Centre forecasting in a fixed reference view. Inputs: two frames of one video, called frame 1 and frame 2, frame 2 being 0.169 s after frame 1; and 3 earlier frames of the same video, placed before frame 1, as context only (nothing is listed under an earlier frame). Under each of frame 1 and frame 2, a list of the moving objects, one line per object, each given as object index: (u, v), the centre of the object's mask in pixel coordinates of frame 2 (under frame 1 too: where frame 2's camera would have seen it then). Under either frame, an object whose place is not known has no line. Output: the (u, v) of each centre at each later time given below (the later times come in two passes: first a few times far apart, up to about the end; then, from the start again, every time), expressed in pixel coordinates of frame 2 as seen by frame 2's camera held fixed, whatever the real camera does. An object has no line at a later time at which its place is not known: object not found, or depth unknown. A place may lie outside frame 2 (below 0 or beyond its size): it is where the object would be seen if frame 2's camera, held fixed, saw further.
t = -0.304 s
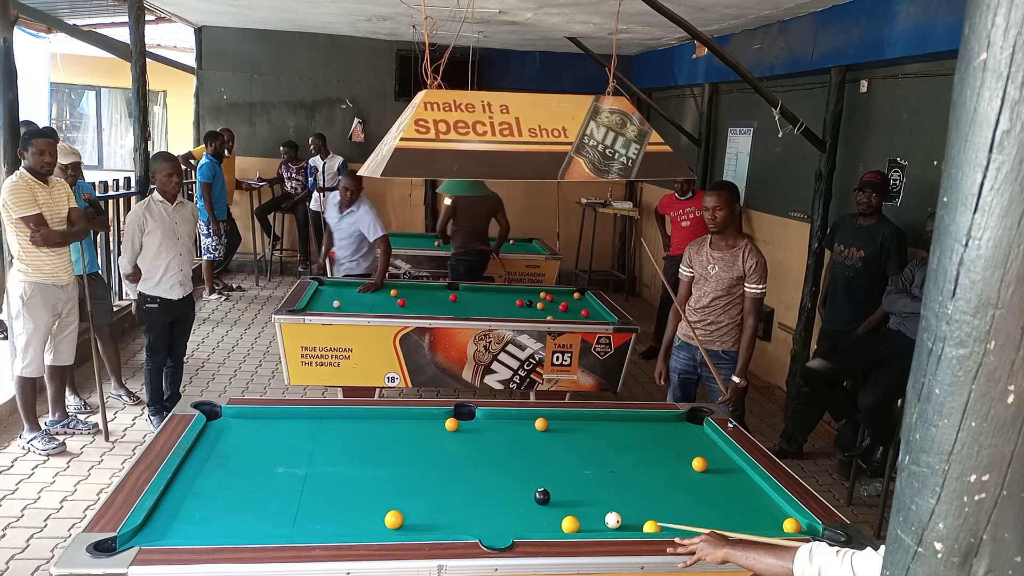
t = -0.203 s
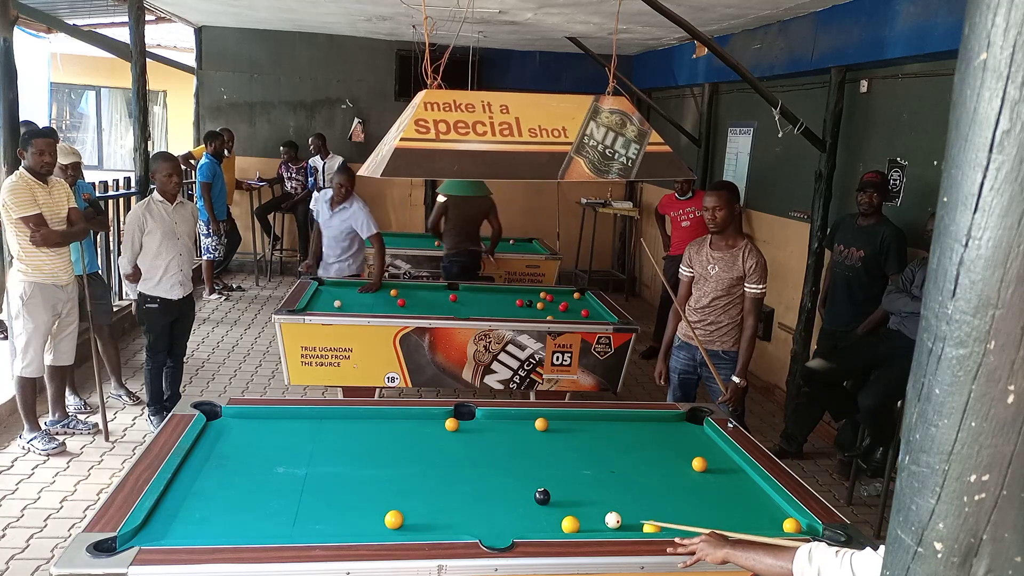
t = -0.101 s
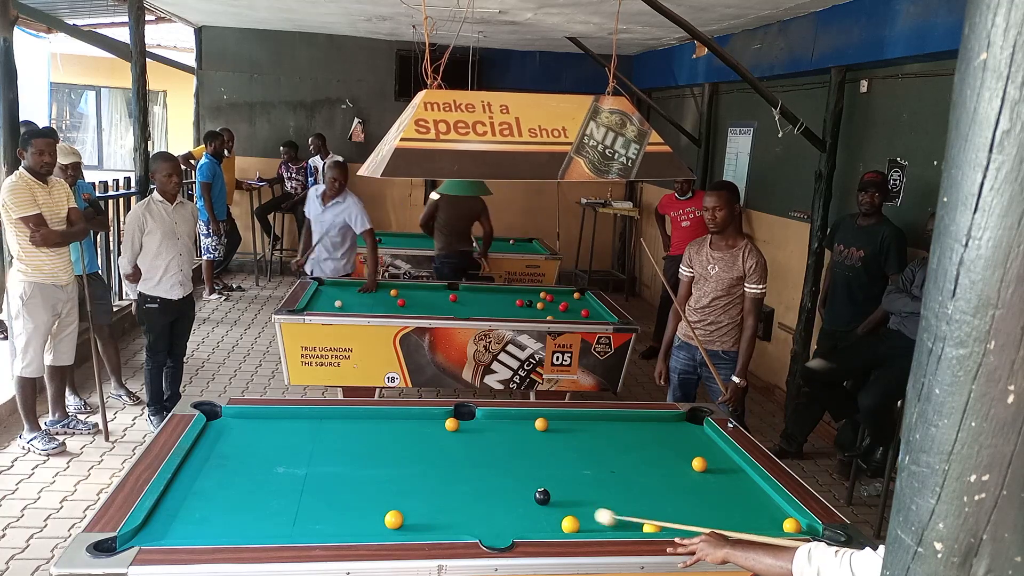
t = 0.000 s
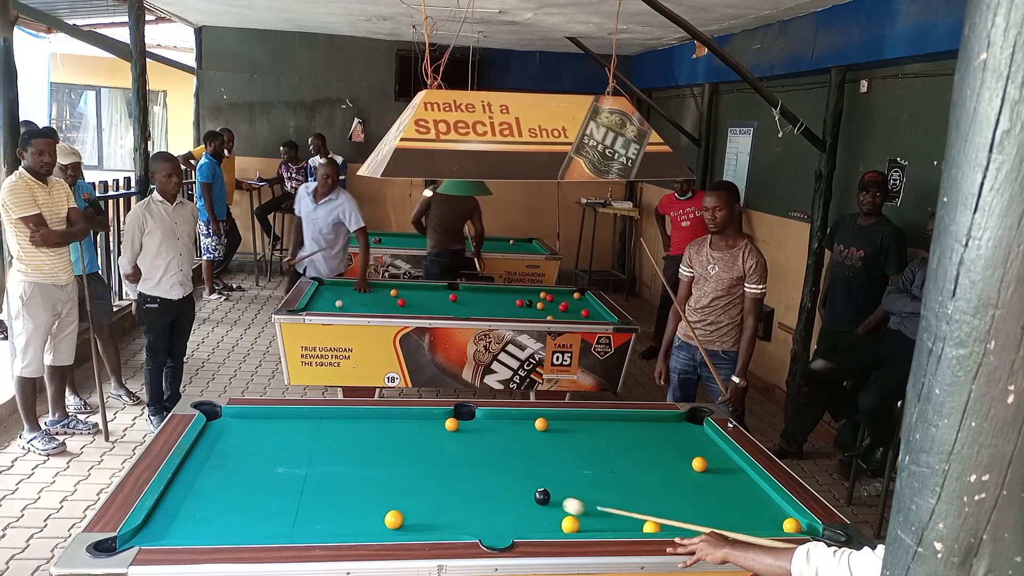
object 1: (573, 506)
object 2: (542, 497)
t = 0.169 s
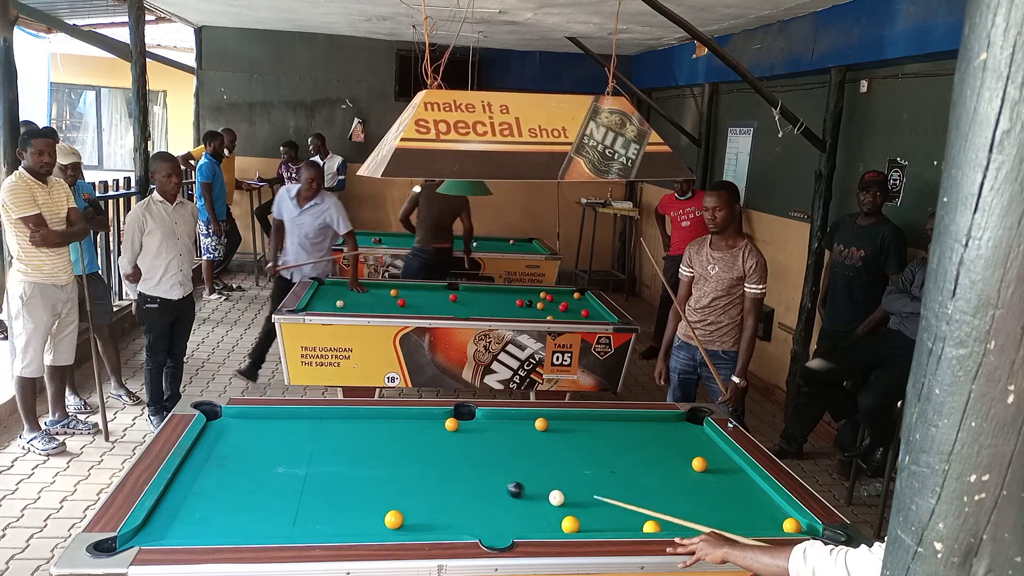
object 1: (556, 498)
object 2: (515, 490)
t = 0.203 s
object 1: (555, 497)
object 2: (510, 489)
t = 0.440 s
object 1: (547, 489)
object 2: (470, 478)
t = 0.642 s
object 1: (541, 484)
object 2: (440, 470)
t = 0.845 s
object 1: (536, 479)
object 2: (410, 463)
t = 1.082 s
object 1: (530, 473)
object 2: (379, 455)
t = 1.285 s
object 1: (526, 470)
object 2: (353, 449)
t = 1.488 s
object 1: (522, 466)
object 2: (329, 443)
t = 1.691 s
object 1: (520, 464)
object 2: (307, 437)
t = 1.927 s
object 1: (517, 461)
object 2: (282, 432)
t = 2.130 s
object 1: (515, 459)
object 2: (263, 427)
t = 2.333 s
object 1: (513, 458)
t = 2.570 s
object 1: (513, 456)
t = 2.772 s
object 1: (512, 456)
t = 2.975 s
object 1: (512, 456)
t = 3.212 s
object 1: (512, 456)
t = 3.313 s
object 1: (512, 456)
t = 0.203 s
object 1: (555, 497)
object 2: (510, 489)
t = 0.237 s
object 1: (554, 496)
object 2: (504, 487)
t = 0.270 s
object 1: (553, 494)
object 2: (498, 485)
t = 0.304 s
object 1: (551, 493)
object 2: (492, 484)
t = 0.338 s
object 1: (550, 492)
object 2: (487, 483)
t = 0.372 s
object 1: (549, 491)
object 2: (482, 481)
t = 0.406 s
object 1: (548, 490)
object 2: (476, 480)
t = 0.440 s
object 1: (547, 489)
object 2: (470, 478)
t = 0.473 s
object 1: (546, 488)
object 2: (465, 477)
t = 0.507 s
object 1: (545, 487)
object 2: (460, 476)
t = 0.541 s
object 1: (544, 486)
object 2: (455, 474)
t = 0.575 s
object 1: (543, 485)
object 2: (449, 473)
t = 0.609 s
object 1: (542, 484)
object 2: (445, 472)
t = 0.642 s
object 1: (541, 484)
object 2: (440, 470)
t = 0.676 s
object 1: (540, 483)
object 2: (434, 469)
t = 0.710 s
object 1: (539, 482)
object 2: (429, 468)
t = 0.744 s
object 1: (538, 481)
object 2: (424, 467)
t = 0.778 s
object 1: (537, 480)
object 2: (420, 466)
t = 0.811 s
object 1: (536, 479)
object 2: (415, 464)
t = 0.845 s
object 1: (536, 479)
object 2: (410, 463)
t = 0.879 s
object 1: (535, 478)
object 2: (405, 462)
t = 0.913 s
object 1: (534, 477)
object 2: (401, 461)
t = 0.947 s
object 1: (533, 476)
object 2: (396, 460)
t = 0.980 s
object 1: (532, 476)
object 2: (391, 458)
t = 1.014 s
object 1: (531, 475)
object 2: (387, 457)
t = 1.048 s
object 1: (531, 474)
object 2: (383, 456)
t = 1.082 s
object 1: (530, 473)
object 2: (379, 455)
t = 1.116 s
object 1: (529, 473)
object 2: (374, 454)
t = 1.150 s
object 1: (529, 472)
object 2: (369, 453)
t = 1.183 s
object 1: (528, 471)
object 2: (365, 452)
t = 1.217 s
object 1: (527, 471)
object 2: (361, 451)
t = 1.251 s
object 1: (527, 470)
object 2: (357, 450)
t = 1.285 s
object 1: (526, 470)
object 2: (353, 449)
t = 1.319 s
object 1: (525, 469)
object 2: (348, 448)
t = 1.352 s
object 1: (525, 469)
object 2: (345, 447)
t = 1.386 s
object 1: (524, 468)
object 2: (341, 446)
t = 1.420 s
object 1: (524, 468)
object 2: (337, 445)
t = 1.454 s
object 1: (523, 467)
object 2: (333, 444)
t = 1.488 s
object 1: (522, 466)
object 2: (329, 443)
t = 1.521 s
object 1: (522, 466)
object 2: (325, 442)
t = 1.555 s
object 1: (521, 465)
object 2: (321, 441)
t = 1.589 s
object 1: (521, 465)
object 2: (318, 440)
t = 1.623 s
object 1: (520, 464)
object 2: (314, 439)
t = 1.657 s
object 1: (520, 464)
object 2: (310, 438)
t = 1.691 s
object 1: (520, 464)
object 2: (307, 437)
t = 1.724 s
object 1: (519, 463)
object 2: (303, 437)
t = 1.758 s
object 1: (519, 463)
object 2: (300, 436)
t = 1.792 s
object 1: (518, 462)
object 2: (296, 435)
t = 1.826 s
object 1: (518, 462)
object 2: (292, 434)
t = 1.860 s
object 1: (518, 462)
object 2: (289, 433)
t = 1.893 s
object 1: (517, 461)
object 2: (286, 432)
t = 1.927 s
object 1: (517, 461)
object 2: (282, 432)
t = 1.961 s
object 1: (516, 461)
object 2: (279, 431)
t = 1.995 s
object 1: (516, 460)
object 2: (276, 430)
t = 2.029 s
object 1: (516, 460)
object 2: (272, 429)
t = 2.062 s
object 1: (516, 460)
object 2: (269, 428)
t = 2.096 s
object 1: (515, 460)
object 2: (266, 427)
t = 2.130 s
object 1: (515, 459)
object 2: (263, 427)
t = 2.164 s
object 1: (515, 459)
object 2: (260, 426)
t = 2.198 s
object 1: (514, 459)
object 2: (257, 425)
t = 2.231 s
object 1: (514, 458)
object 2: (254, 424)
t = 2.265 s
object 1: (514, 458)
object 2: (251, 424)
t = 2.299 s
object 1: (514, 458)
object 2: (248, 423)
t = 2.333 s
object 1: (513, 458)
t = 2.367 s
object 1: (513, 458)
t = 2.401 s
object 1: (513, 458)
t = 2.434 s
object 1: (513, 457)
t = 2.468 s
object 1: (513, 457)
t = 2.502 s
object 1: (513, 456)
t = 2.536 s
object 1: (513, 455)
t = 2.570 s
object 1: (513, 456)
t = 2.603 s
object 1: (512, 457)
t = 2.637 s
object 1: (512, 457)
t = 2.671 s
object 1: (512, 458)
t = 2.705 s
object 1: (512, 457)
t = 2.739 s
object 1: (512, 456)
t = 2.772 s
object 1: (512, 456)
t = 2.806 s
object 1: (512, 456)
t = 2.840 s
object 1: (512, 456)
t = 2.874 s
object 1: (512, 456)
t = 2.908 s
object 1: (512, 456)
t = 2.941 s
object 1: (512, 456)
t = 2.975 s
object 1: (512, 456)
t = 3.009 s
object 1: (512, 456)
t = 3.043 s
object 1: (512, 456)
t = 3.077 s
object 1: (512, 456)
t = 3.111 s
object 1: (512, 456)
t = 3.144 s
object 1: (512, 456)
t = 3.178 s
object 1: (512, 456)
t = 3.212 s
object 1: (512, 456)
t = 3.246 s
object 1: (512, 456)
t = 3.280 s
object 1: (512, 456)
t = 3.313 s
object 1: (512, 456)
